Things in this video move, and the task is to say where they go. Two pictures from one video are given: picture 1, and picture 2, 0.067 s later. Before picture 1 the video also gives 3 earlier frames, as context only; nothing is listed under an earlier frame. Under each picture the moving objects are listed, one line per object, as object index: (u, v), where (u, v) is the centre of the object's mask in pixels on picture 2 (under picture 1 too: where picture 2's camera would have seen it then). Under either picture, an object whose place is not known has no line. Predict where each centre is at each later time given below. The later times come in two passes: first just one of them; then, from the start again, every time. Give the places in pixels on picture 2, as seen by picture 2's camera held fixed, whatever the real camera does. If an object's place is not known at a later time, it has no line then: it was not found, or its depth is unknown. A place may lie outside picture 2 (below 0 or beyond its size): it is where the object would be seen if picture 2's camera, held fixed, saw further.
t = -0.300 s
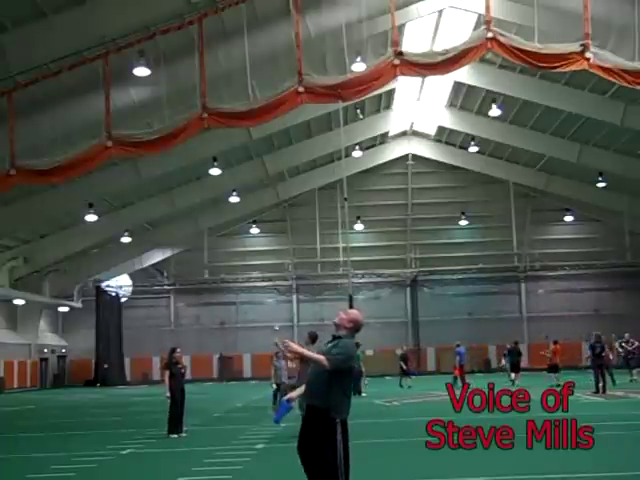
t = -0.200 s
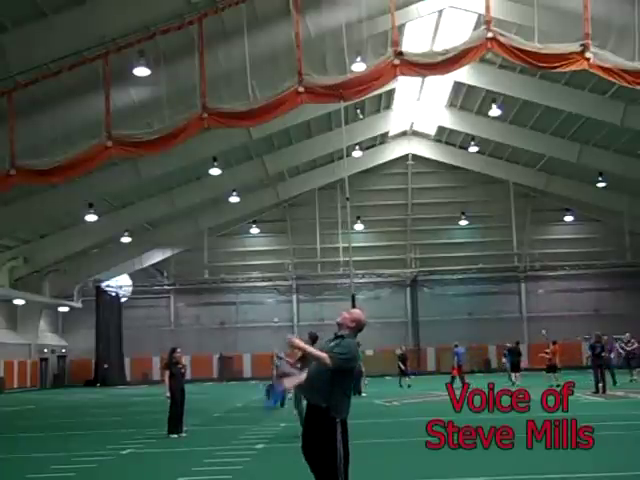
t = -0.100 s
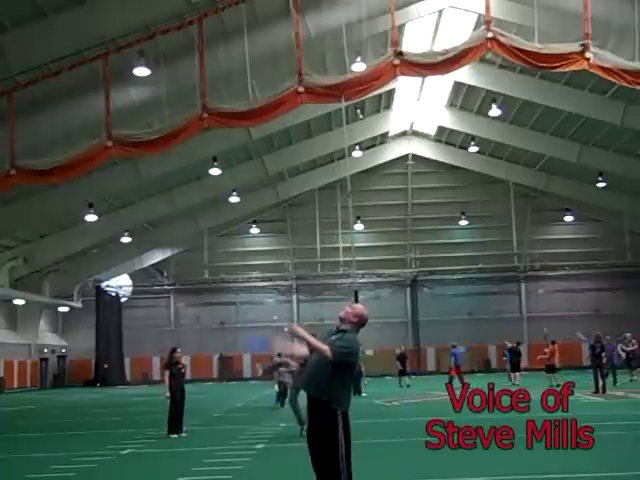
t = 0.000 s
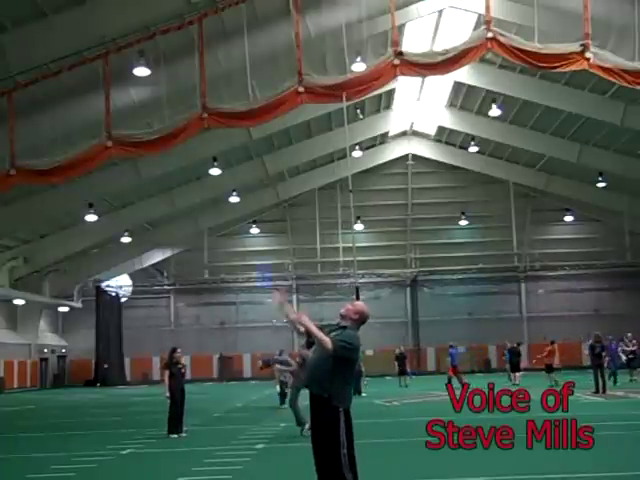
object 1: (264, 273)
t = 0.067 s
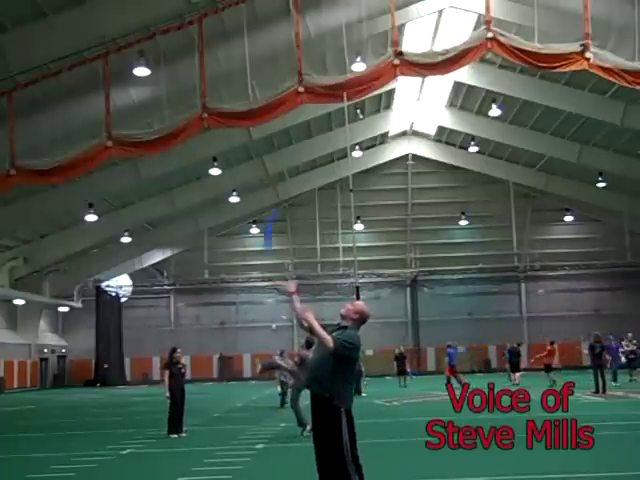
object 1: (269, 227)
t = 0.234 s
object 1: (284, 151)
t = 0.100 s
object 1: (272, 215)
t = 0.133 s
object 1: (275, 197)
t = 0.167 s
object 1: (276, 182)
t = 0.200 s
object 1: (279, 166)
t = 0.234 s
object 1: (284, 151)
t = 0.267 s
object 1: (288, 138)
